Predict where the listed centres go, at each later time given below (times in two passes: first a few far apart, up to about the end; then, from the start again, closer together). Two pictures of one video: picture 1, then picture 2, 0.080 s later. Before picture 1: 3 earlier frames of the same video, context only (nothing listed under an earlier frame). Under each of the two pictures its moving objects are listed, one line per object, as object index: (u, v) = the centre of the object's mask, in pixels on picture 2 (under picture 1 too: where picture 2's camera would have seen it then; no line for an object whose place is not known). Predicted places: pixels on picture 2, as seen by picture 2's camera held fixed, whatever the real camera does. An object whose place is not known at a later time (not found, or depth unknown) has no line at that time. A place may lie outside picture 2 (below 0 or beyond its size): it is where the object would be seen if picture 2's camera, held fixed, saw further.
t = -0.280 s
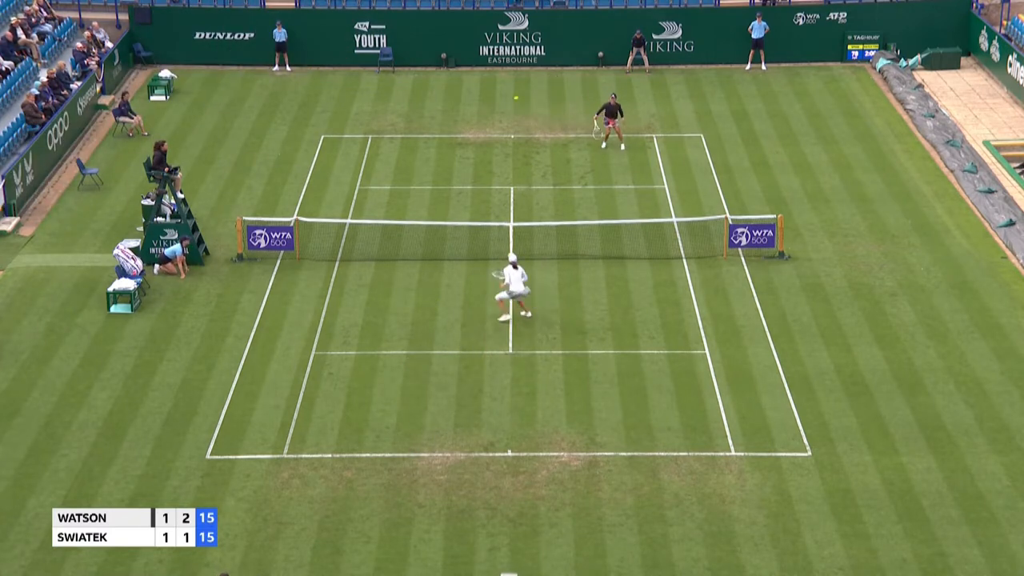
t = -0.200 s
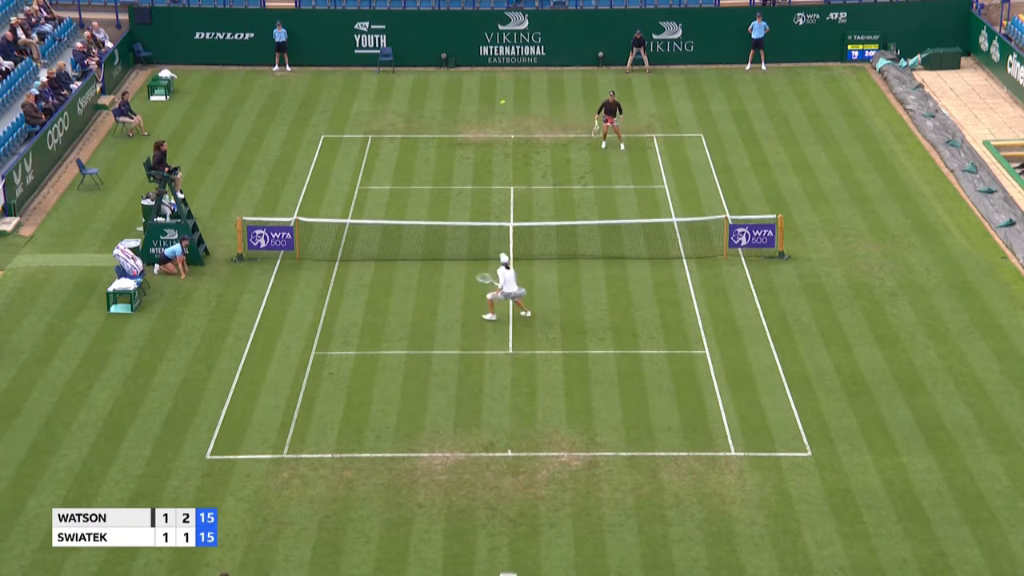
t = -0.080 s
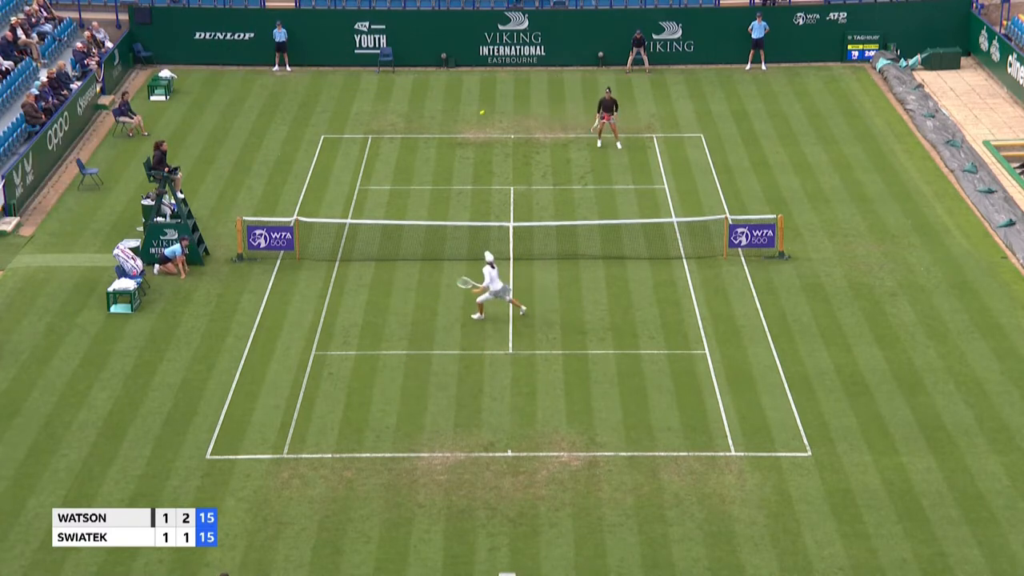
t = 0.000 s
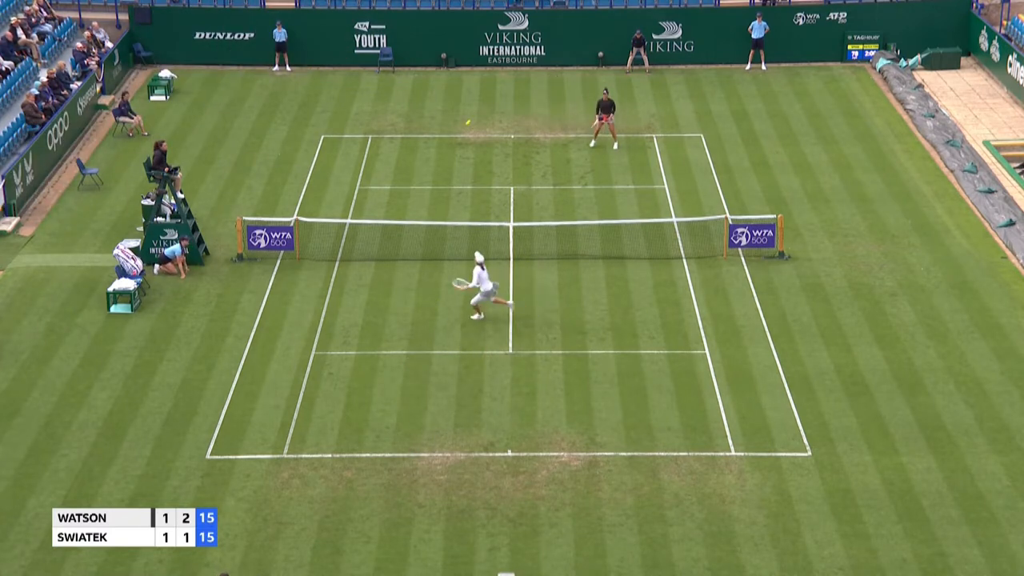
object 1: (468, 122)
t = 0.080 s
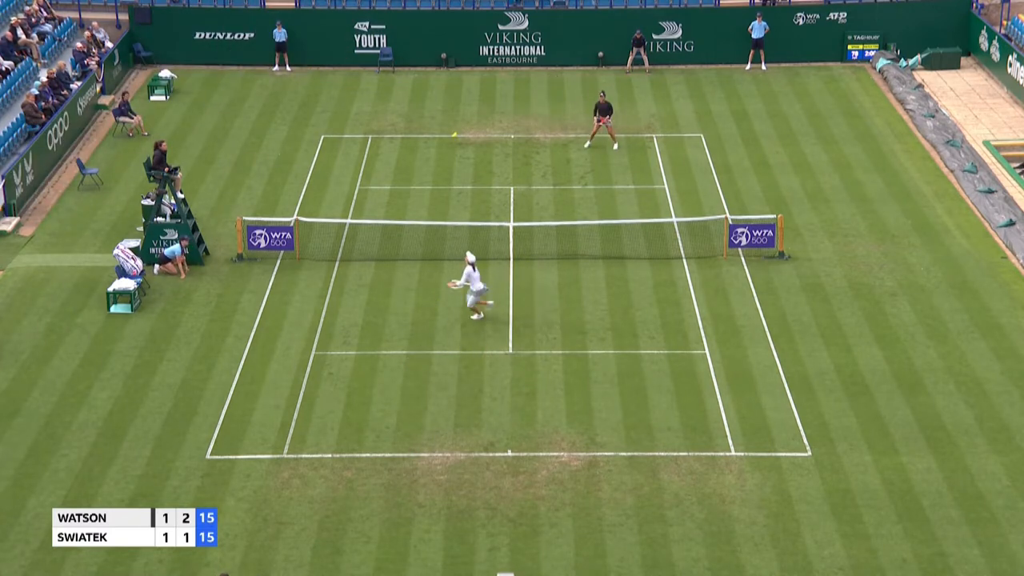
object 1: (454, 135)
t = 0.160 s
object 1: (440, 150)
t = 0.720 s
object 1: (341, 335)
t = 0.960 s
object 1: (296, 452)
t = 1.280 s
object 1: (296, 407)
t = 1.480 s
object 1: (297, 406)
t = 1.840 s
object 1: (301, 456)
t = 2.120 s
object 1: (300, 483)
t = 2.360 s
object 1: (294, 484)
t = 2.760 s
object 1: (285, 535)
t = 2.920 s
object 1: (280, 537)
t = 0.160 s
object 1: (440, 150)
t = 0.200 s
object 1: (433, 158)
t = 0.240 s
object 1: (426, 168)
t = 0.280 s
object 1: (419, 177)
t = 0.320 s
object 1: (412, 188)
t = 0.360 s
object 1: (405, 200)
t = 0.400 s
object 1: (398, 211)
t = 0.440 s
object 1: (391, 225)
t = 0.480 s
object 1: (384, 238)
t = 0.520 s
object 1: (377, 252)
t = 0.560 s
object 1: (370, 268)
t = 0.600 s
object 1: (362, 283)
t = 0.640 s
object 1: (355, 299)
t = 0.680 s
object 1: (348, 316)
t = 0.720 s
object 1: (341, 335)
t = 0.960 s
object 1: (296, 452)
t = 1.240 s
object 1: (296, 410)
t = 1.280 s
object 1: (296, 407)
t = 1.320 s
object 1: (297, 405)
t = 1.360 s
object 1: (297, 404)
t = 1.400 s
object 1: (297, 404)
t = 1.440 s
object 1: (297, 404)
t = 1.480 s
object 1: (297, 406)
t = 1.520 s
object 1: (298, 408)
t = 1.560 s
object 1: (298, 411)
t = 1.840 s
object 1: (301, 456)
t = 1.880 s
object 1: (302, 465)
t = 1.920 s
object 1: (302, 475)
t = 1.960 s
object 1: (303, 487)
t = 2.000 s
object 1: (303, 494)
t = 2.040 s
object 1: (302, 490)
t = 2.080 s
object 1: (301, 486)
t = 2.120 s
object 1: (300, 483)
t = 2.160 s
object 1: (299, 481)
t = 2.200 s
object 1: (298, 480)
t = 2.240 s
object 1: (297, 480)
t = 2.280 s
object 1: (296, 481)
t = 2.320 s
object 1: (295, 482)
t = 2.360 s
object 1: (294, 484)
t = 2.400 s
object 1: (293, 488)
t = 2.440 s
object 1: (292, 492)
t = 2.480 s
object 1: (291, 496)
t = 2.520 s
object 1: (290, 503)
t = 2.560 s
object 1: (290, 509)
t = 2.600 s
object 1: (289, 517)
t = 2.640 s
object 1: (288, 525)
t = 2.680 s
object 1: (287, 535)
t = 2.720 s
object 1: (286, 536)
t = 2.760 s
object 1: (285, 535)
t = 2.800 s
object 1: (284, 534)
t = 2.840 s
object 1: (282, 534)
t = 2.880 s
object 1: (281, 535)
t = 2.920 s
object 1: (280, 537)
